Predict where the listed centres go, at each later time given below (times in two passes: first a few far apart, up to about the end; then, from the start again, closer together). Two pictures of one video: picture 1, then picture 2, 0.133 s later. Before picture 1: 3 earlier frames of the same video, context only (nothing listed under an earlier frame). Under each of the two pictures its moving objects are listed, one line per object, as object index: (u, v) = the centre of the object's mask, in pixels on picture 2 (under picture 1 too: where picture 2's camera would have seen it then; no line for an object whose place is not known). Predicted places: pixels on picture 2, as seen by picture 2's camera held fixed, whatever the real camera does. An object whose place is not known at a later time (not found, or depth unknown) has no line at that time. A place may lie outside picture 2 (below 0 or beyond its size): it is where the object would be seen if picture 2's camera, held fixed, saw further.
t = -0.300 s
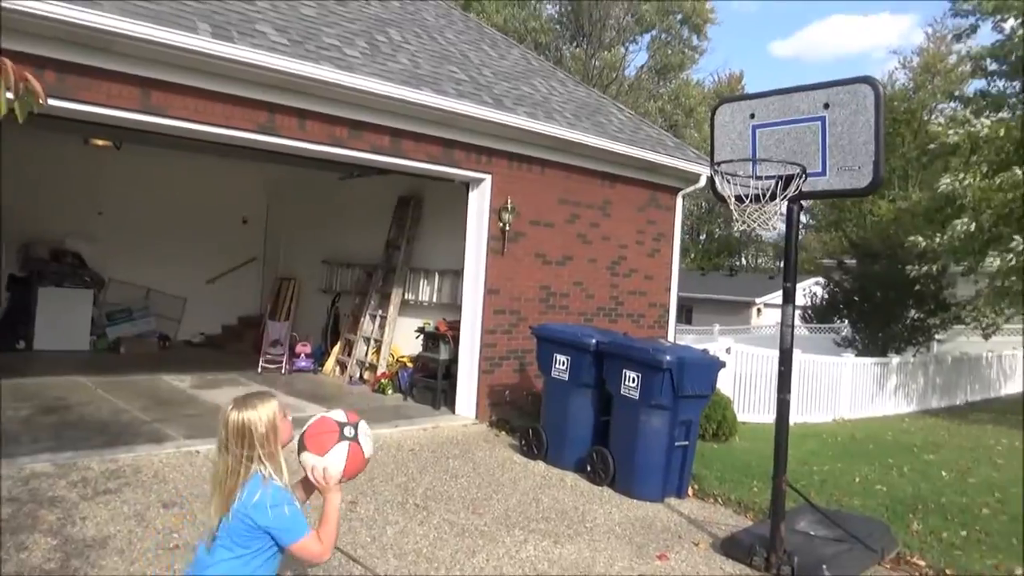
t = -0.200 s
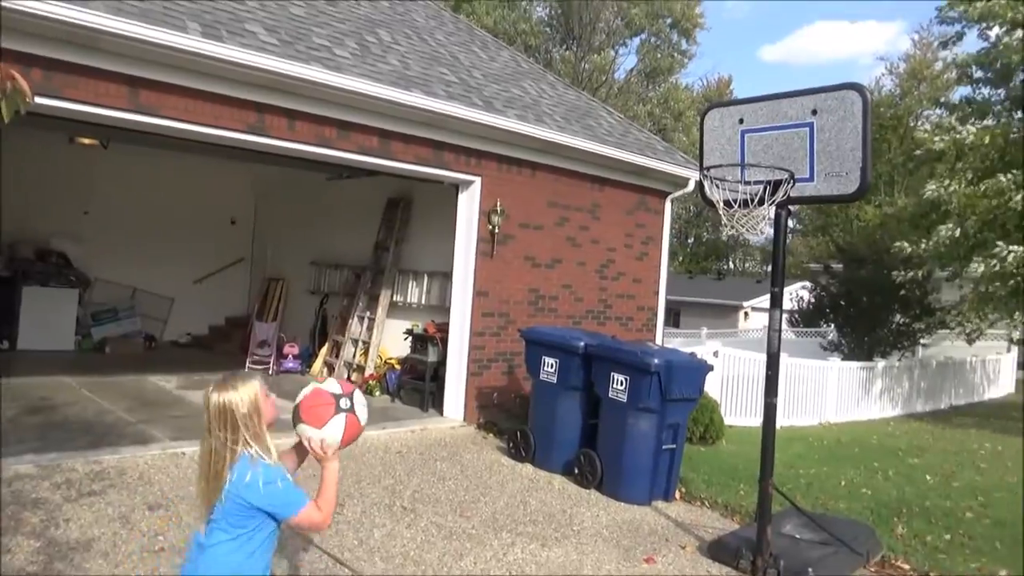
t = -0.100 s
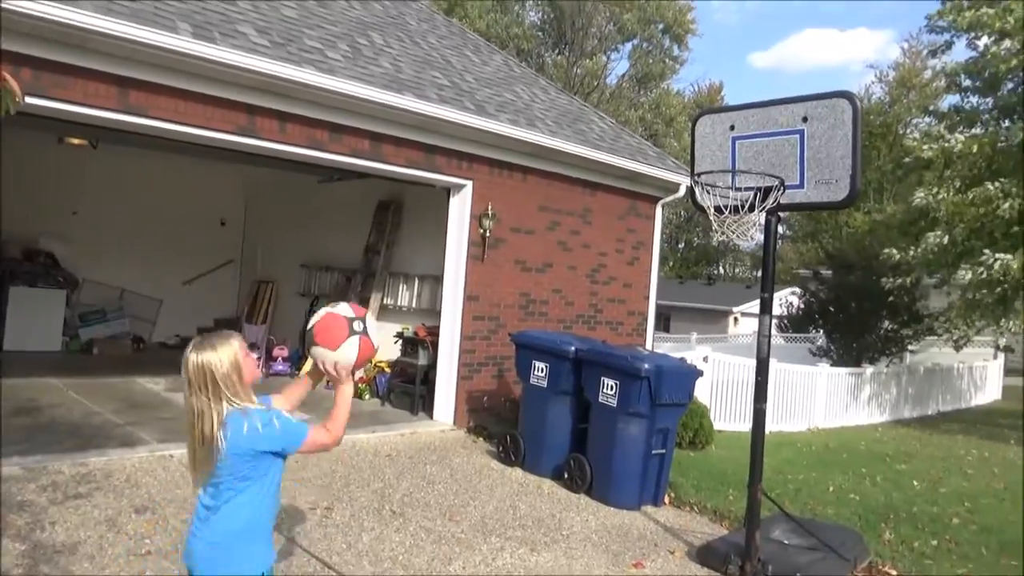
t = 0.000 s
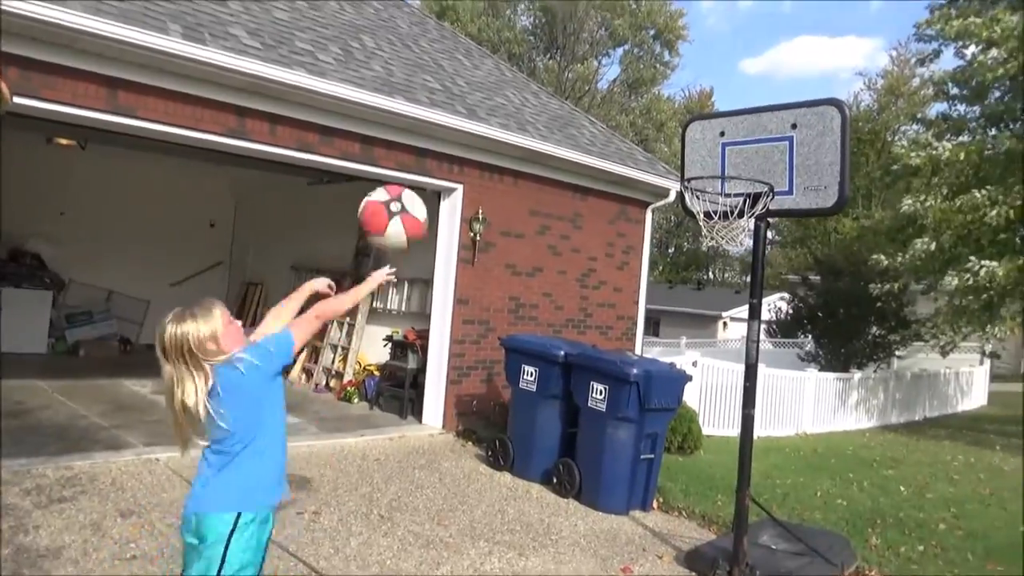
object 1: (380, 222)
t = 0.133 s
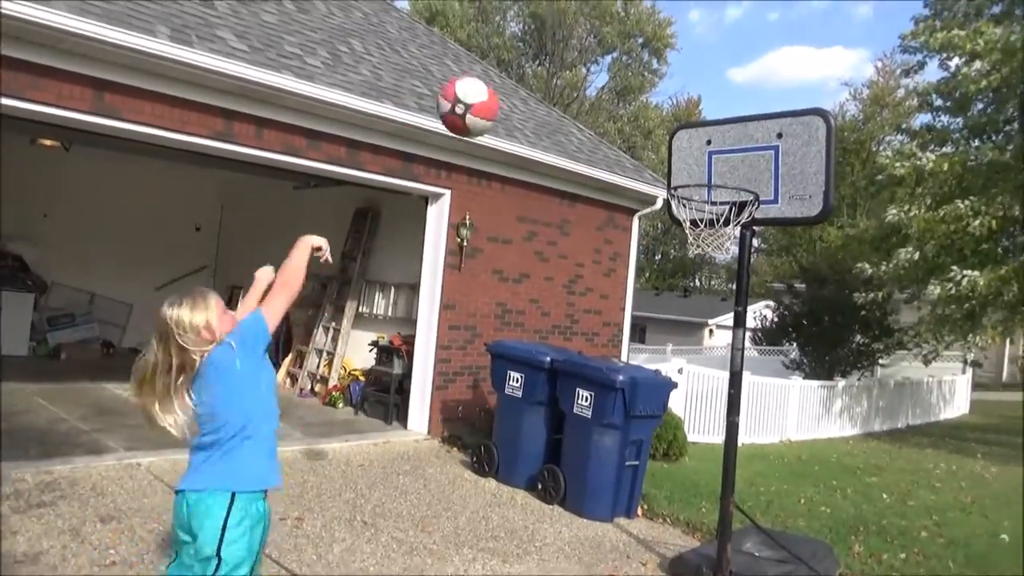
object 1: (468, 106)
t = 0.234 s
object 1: (523, 58)
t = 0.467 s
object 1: (616, 47)
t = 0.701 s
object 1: (679, 137)
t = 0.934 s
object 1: (717, 251)
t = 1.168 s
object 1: (732, 355)
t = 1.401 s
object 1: (740, 552)
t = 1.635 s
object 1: (764, 455)
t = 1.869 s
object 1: (787, 360)
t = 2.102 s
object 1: (801, 365)
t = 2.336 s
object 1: (804, 485)
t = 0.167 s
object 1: (487, 87)
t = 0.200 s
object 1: (506, 70)
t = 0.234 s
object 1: (523, 58)
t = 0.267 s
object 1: (538, 48)
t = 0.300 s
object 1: (554, 42)
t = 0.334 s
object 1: (567, 37)
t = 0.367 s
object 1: (579, 37)
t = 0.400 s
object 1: (593, 37)
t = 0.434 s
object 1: (605, 41)
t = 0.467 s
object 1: (616, 47)
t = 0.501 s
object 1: (626, 54)
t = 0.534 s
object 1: (639, 63)
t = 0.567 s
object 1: (647, 75)
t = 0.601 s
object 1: (656, 89)
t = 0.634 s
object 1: (664, 104)
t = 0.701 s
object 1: (679, 137)
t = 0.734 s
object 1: (686, 158)
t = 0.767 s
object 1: (693, 178)
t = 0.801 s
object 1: (699, 202)
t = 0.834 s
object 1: (707, 221)
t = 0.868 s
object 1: (709, 238)
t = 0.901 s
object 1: (714, 243)
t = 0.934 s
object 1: (717, 251)
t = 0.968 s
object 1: (720, 261)
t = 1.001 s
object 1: (722, 271)
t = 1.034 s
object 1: (725, 284)
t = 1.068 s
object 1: (727, 299)
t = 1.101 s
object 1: (729, 316)
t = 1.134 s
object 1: (728, 335)
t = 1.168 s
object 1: (732, 355)
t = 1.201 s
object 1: (733, 379)
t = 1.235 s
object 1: (735, 403)
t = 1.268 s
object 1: (736, 431)
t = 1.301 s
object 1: (738, 460)
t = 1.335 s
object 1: (739, 491)
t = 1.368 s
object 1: (740, 523)
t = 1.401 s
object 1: (740, 552)
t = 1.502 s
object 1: (751, 545)
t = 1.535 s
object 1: (753, 519)
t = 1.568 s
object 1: (758, 496)
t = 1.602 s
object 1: (761, 473)
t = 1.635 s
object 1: (764, 455)
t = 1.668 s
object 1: (768, 435)
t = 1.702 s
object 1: (771, 419)
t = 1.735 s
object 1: (776, 403)
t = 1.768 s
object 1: (779, 389)
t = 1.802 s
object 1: (782, 378)
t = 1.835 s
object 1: (785, 368)
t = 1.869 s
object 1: (787, 360)
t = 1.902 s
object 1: (790, 355)
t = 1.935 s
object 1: (793, 351)
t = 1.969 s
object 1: (794, 349)
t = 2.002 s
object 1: (796, 350)
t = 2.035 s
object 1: (798, 353)
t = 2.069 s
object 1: (799, 357)
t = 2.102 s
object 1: (801, 365)
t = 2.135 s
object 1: (801, 374)
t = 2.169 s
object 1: (802, 386)
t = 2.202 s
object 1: (802, 400)
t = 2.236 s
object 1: (803, 418)
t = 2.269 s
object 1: (802, 439)
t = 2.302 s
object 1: (803, 461)
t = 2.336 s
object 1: (804, 485)
